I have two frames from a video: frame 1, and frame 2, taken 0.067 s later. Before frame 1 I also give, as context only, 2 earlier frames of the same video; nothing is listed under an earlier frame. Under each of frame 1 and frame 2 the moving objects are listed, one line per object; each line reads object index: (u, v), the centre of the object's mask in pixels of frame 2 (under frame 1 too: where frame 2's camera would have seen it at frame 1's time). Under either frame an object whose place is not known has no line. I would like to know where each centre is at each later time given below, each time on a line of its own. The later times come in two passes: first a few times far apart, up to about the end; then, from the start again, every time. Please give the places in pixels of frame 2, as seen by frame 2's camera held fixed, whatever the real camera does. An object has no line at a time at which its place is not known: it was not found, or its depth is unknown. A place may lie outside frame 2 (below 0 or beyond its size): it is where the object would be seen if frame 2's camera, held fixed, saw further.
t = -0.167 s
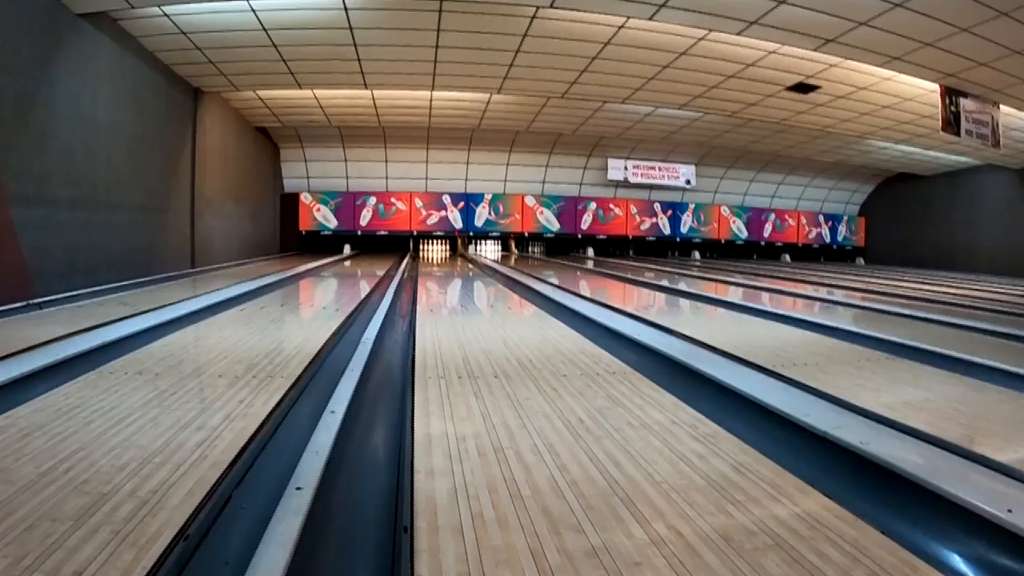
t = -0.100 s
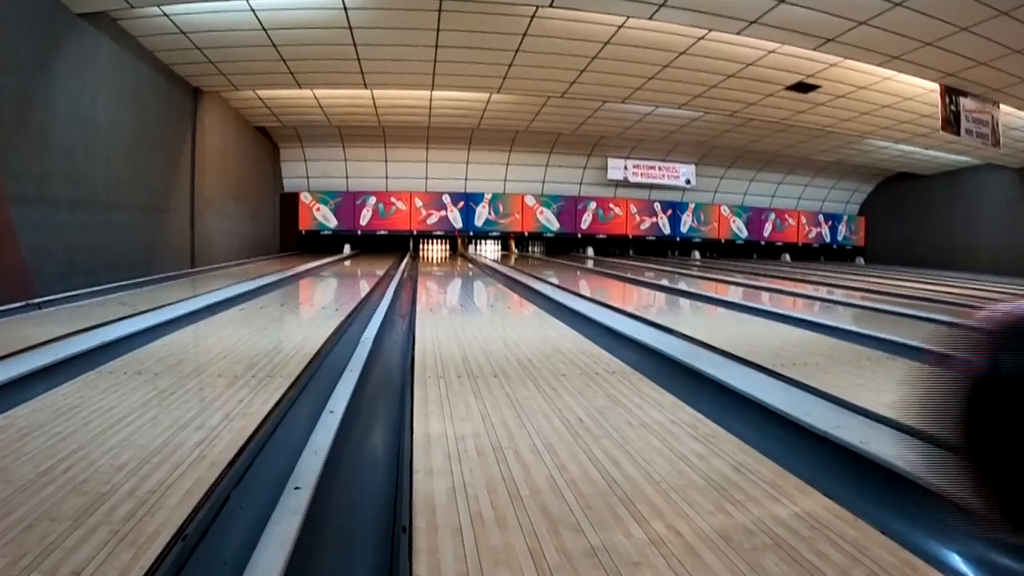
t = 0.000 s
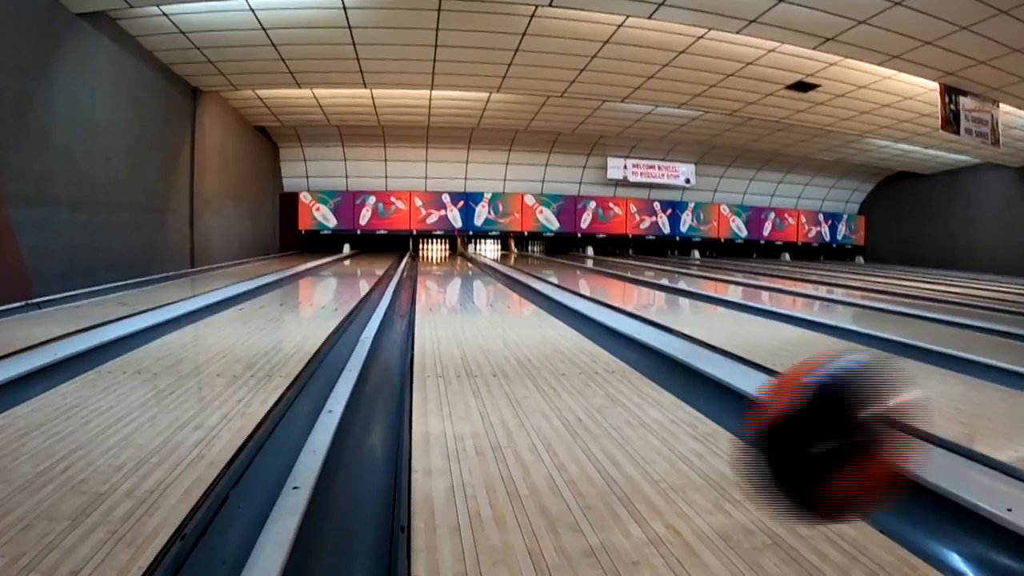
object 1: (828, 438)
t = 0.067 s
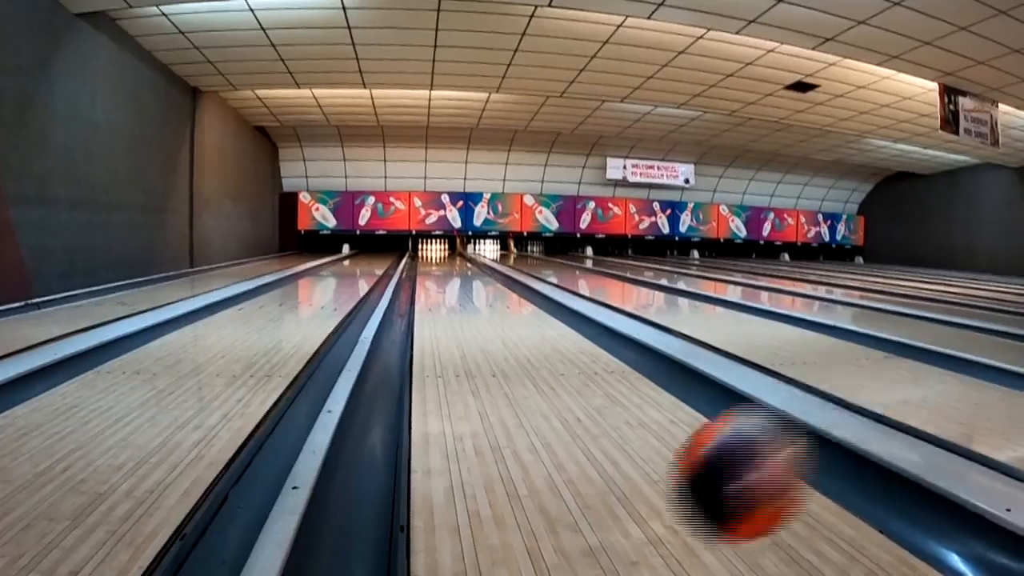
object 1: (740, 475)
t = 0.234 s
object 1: (636, 448)
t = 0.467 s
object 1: (575, 389)
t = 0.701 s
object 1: (538, 350)
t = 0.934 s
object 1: (516, 327)
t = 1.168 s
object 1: (502, 310)
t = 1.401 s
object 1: (490, 300)
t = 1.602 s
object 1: (483, 293)
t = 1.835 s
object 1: (475, 287)
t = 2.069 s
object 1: (469, 282)
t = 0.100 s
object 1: (710, 496)
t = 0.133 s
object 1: (684, 508)
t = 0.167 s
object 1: (667, 483)
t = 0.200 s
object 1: (652, 461)
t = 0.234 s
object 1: (636, 448)
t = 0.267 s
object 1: (622, 440)
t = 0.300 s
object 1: (611, 431)
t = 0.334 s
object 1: (604, 420)
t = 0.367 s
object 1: (593, 409)
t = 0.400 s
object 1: (585, 403)
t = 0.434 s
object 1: (581, 396)
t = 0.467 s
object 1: (575, 389)
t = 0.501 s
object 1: (568, 382)
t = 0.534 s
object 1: (561, 375)
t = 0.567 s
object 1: (556, 370)
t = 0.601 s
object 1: (551, 364)
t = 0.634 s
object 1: (547, 359)
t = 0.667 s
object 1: (542, 354)
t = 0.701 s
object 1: (538, 350)
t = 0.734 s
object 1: (534, 346)
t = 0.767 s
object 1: (531, 342)
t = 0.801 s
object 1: (528, 338)
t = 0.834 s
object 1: (524, 336)
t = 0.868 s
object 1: (521, 333)
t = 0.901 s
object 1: (519, 330)
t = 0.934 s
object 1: (516, 327)
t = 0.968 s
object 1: (514, 324)
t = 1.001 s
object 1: (512, 322)
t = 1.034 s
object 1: (509, 319)
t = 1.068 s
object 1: (507, 316)
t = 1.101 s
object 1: (505, 314)
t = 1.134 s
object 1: (503, 312)
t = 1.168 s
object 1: (502, 310)
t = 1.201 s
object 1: (500, 309)
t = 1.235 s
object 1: (498, 307)
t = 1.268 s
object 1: (497, 305)
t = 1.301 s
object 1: (495, 304)
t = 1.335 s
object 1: (493, 302)
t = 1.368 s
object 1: (492, 301)
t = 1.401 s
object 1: (490, 300)
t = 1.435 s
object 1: (489, 298)
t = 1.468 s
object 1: (488, 297)
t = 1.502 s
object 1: (487, 296)
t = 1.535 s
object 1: (485, 295)
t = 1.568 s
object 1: (484, 294)
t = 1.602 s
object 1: (483, 293)
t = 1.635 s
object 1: (481, 292)
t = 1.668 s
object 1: (480, 292)
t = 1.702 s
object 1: (479, 290)
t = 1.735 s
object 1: (478, 289)
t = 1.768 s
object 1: (477, 288)
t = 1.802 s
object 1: (476, 288)
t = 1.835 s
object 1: (475, 287)
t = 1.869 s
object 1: (475, 286)
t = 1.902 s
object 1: (474, 285)
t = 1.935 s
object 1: (473, 284)
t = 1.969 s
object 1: (472, 284)
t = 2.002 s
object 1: (471, 283)
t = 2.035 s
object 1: (470, 283)
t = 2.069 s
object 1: (469, 282)
